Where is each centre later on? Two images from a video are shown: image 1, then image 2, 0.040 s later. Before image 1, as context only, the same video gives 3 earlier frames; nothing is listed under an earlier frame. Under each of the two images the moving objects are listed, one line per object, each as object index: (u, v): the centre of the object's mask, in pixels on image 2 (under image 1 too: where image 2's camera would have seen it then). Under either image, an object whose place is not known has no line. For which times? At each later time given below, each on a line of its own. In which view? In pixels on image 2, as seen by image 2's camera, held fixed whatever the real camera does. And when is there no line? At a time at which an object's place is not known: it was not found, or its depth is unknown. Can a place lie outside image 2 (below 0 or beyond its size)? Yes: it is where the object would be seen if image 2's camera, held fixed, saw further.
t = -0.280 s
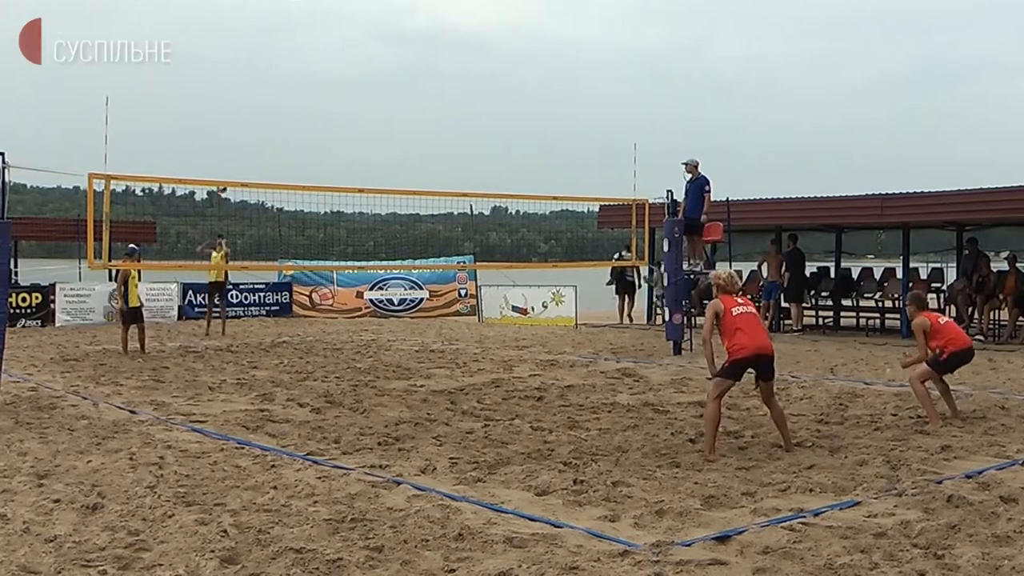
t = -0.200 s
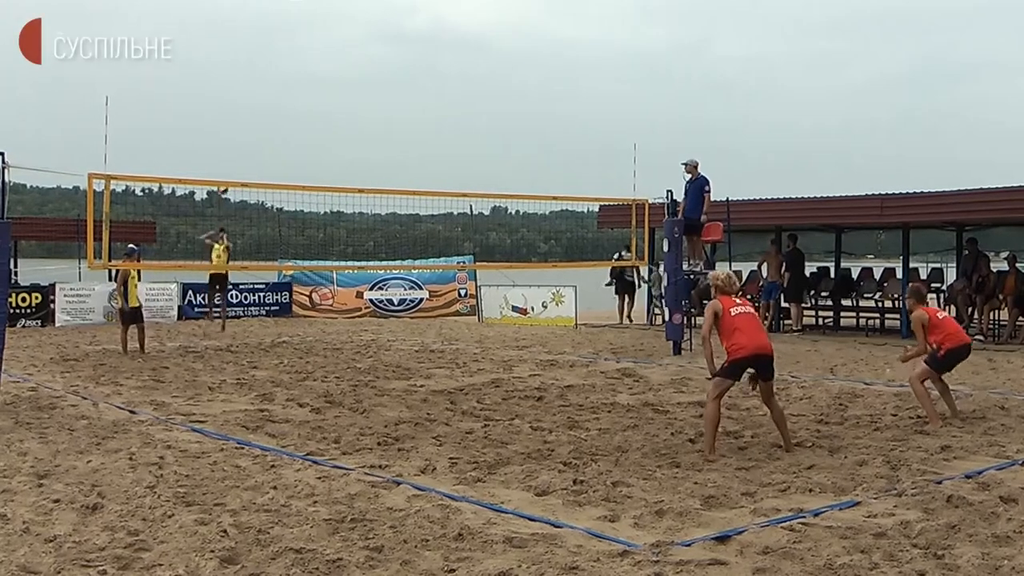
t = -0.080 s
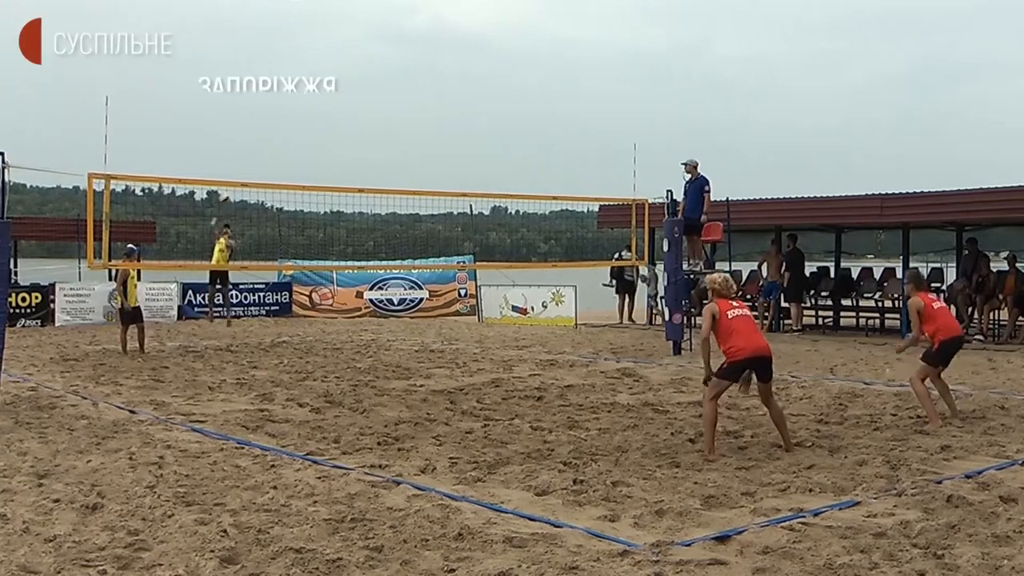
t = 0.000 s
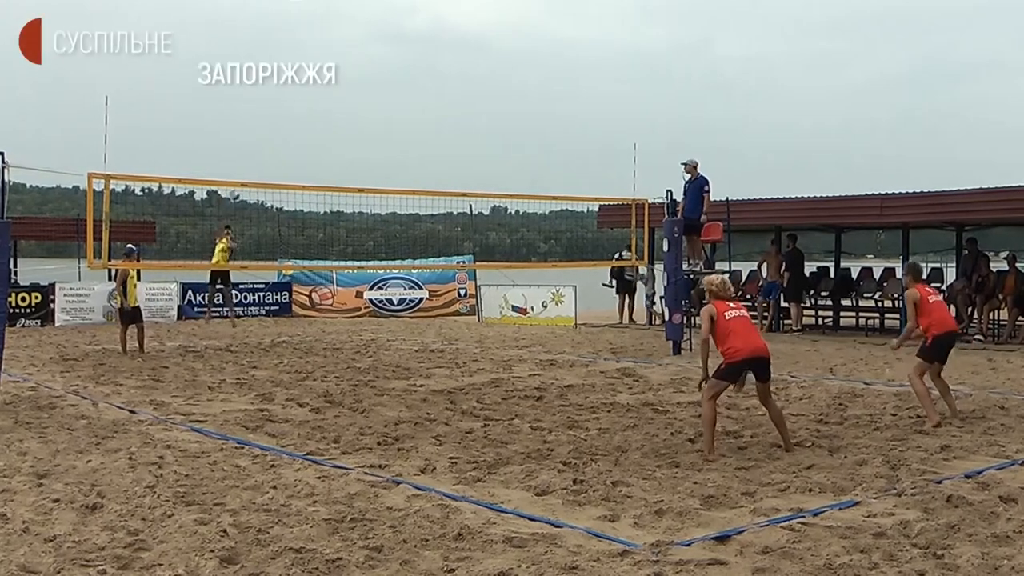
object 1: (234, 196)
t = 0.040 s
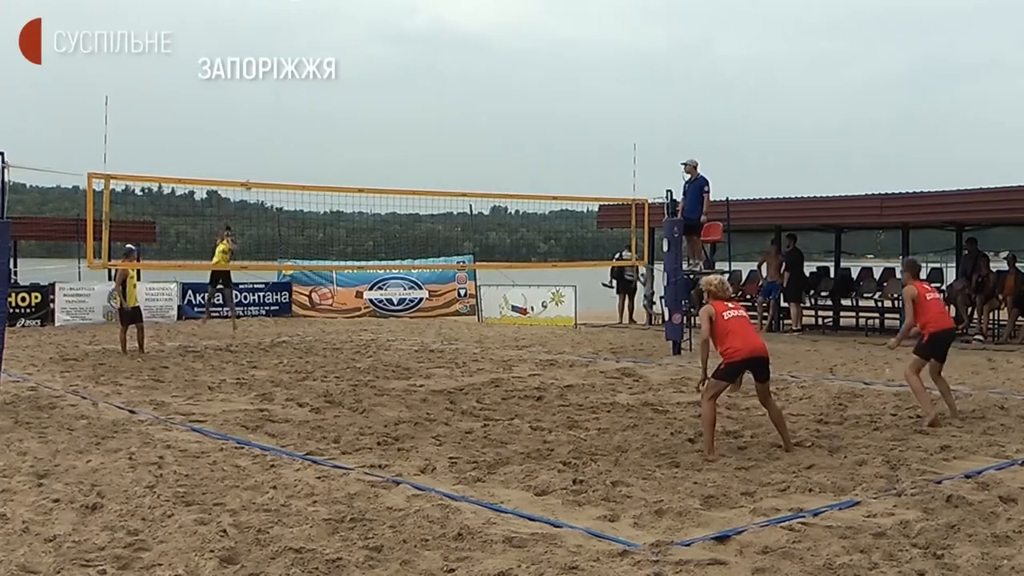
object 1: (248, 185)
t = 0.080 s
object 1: (261, 175)
